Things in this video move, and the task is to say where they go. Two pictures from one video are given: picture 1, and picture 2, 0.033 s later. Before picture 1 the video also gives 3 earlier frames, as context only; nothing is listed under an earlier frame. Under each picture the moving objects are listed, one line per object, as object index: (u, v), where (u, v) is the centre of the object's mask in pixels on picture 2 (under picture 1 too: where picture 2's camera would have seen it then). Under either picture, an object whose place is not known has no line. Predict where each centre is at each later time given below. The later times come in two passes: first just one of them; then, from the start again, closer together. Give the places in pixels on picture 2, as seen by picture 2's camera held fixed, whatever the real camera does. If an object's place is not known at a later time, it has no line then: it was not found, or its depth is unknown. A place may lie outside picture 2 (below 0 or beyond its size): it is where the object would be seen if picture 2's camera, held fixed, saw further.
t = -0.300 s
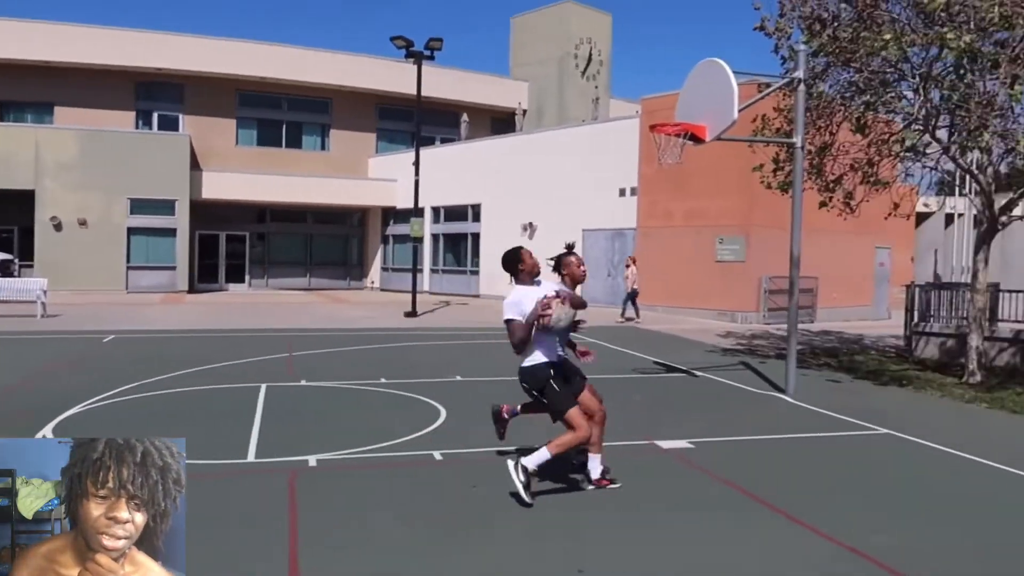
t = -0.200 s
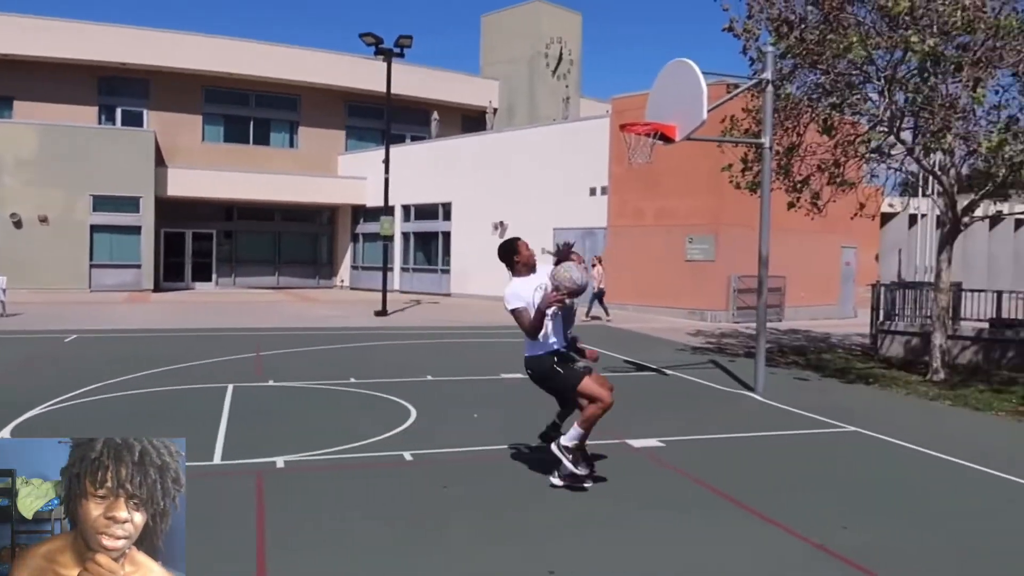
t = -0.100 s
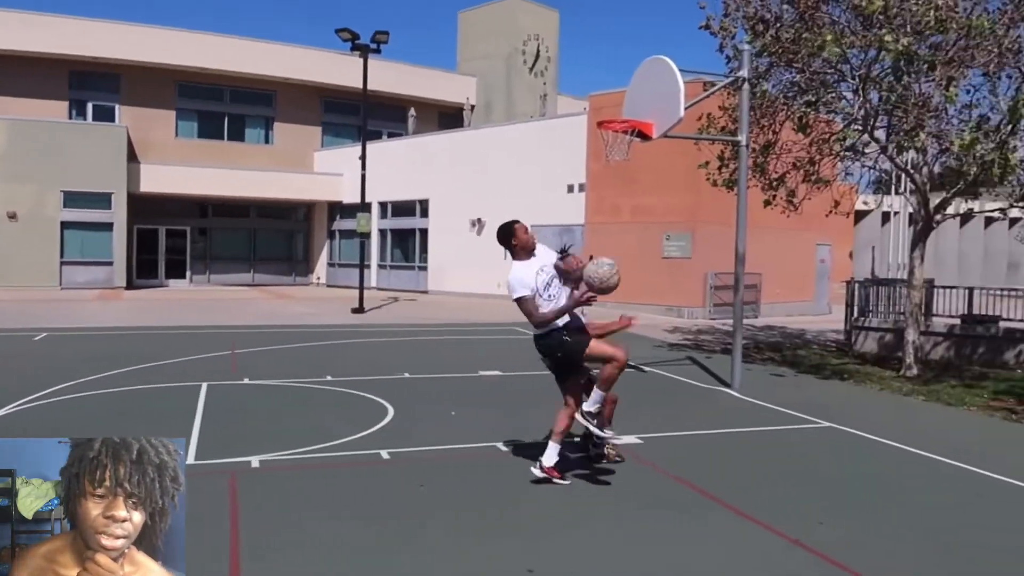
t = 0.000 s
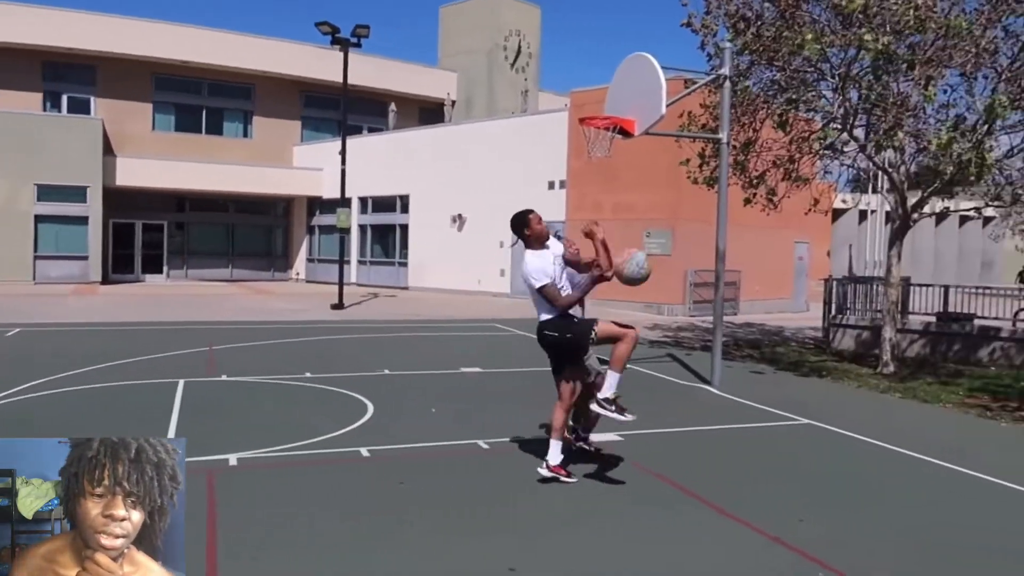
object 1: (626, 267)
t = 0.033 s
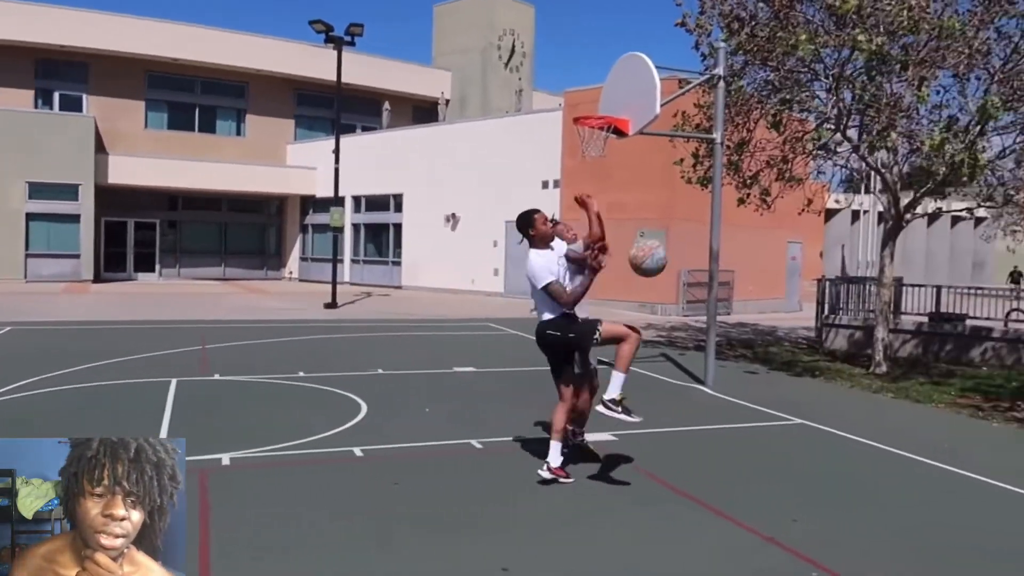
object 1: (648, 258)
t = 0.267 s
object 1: (808, 245)
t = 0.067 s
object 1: (670, 251)
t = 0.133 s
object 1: (714, 241)
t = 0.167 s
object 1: (737, 239)
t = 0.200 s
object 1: (761, 239)
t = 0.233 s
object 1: (786, 241)
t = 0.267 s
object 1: (808, 245)
